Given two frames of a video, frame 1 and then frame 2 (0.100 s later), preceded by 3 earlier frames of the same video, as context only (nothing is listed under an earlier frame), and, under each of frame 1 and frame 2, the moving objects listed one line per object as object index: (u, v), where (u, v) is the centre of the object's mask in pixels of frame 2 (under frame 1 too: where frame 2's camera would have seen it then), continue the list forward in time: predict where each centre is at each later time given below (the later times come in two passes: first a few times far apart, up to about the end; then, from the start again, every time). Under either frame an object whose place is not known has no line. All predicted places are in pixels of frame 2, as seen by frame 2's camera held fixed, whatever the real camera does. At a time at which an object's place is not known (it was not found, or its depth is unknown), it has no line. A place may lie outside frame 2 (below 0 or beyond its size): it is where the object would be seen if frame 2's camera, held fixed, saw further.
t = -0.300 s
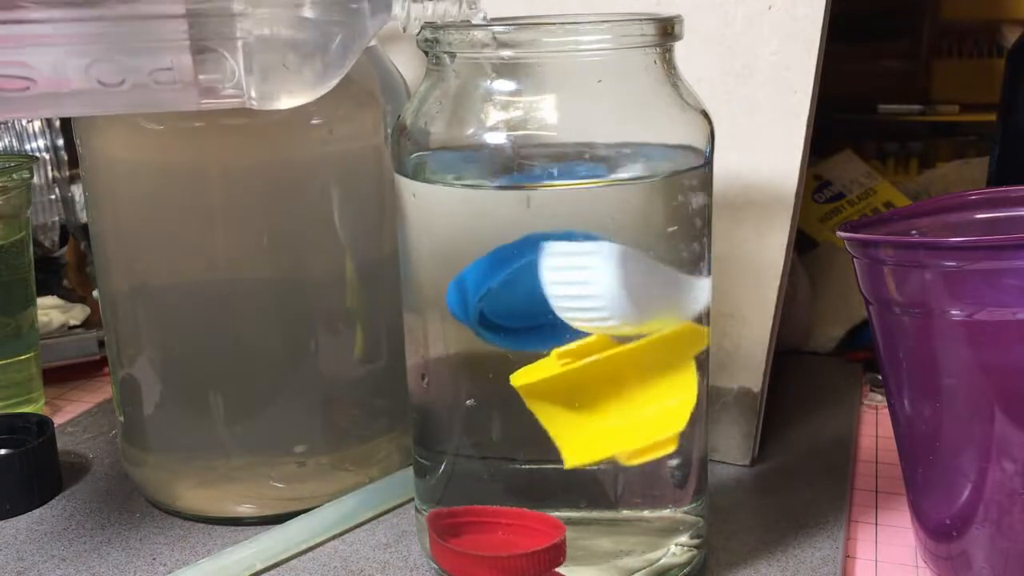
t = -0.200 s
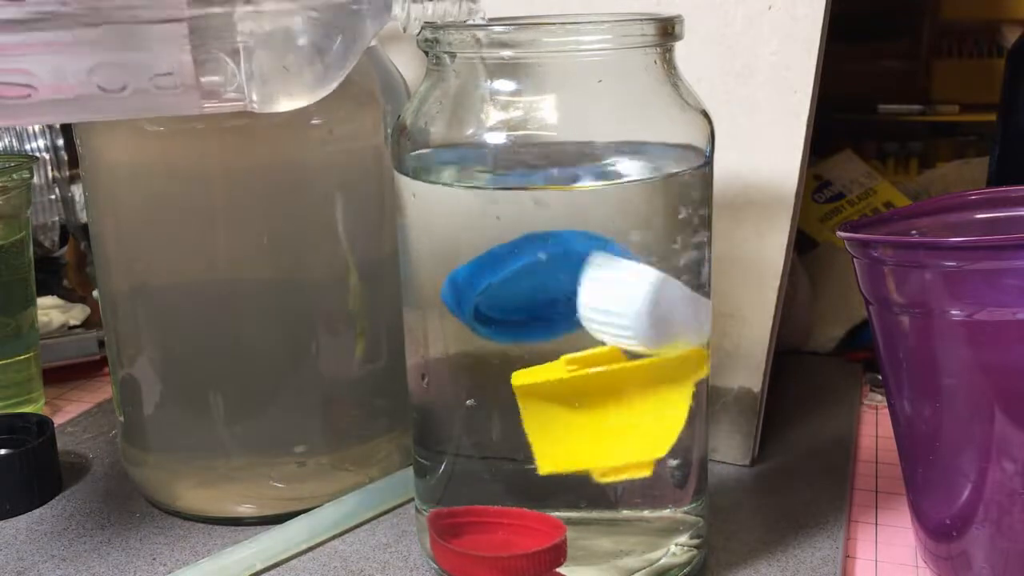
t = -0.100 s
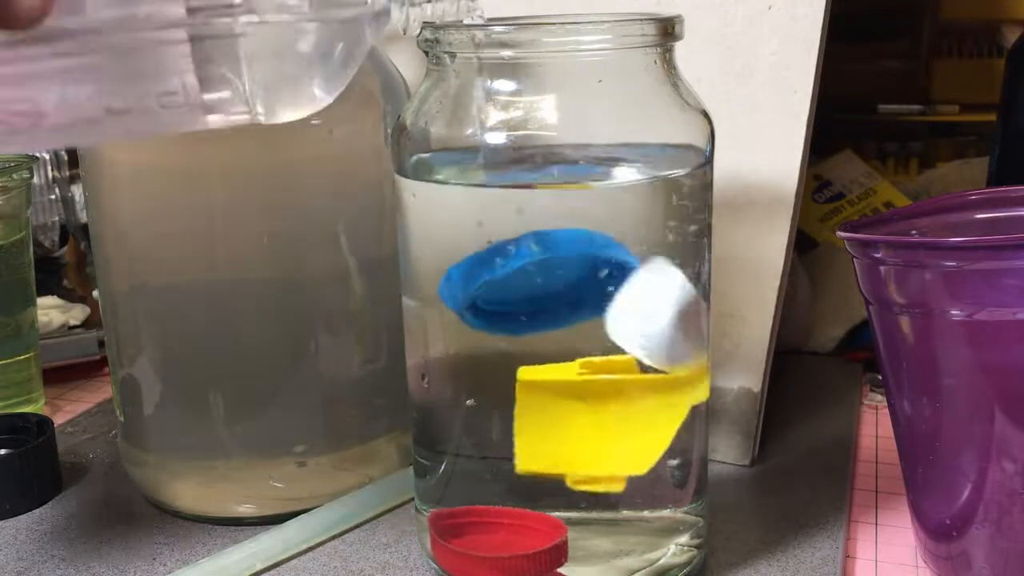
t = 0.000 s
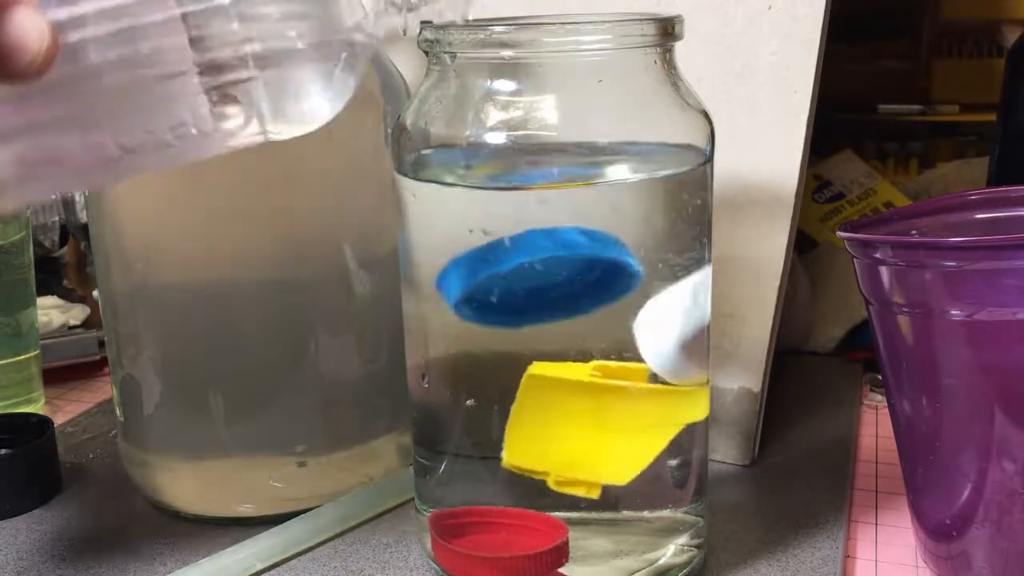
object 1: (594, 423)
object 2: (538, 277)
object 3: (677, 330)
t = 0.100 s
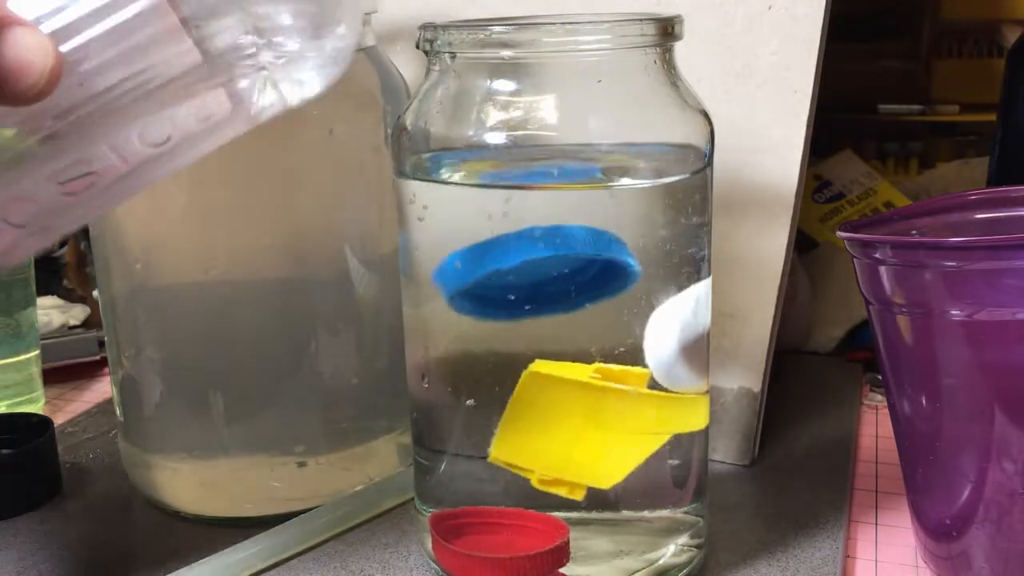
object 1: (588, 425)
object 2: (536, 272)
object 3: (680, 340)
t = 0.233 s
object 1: (579, 424)
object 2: (532, 267)
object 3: (681, 345)
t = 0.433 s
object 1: (570, 417)
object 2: (526, 258)
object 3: (682, 349)
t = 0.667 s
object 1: (556, 401)
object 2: (522, 249)
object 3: (682, 346)
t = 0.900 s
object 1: (537, 379)
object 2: (519, 244)
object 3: (682, 336)
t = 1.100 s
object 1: (518, 358)
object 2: (513, 242)
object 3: (681, 320)
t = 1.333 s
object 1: (508, 337)
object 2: (504, 243)
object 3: (680, 293)
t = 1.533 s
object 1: (522, 323)
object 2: (495, 244)
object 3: (676, 263)
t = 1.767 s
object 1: (541, 311)
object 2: (483, 244)
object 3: (662, 222)
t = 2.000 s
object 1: (547, 305)
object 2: (473, 247)
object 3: (647, 201)
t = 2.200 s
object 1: (549, 300)
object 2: (476, 257)
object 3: (637, 196)
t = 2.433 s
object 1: (565, 298)
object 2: (490, 271)
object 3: (619, 201)
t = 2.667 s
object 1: (545, 271)
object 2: (504, 288)
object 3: (599, 208)
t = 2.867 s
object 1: (536, 254)
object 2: (515, 300)
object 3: (588, 212)
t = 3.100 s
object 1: (527, 250)
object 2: (528, 313)
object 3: (578, 216)
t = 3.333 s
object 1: (522, 250)
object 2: (541, 322)
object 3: (571, 216)
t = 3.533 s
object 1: (519, 247)
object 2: (552, 328)
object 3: (567, 214)
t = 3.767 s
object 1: (527, 256)
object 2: (565, 330)
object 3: (564, 211)
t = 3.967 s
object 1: (524, 254)
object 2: (575, 329)
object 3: (560, 209)
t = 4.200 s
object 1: (523, 257)
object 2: (586, 324)
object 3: (557, 206)
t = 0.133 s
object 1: (586, 425)
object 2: (535, 271)
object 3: (681, 342)
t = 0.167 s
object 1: (583, 425)
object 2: (535, 269)
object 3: (681, 343)
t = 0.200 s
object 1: (581, 424)
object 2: (533, 268)
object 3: (681, 344)
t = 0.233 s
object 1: (579, 424)
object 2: (532, 267)
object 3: (681, 345)
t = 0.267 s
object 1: (578, 423)
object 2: (531, 265)
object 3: (682, 346)
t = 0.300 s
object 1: (576, 422)
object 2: (531, 264)
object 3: (682, 347)
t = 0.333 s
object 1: (574, 421)
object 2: (529, 262)
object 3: (682, 348)
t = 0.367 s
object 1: (573, 420)
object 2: (528, 261)
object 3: (682, 348)
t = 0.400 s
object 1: (571, 418)
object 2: (527, 259)
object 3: (682, 349)
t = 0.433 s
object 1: (570, 417)
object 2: (526, 258)
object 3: (682, 349)
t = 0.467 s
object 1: (567, 415)
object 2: (525, 257)
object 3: (682, 349)
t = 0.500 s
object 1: (566, 413)
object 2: (525, 256)
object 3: (682, 349)
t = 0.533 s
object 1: (564, 411)
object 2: (524, 254)
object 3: (682, 349)
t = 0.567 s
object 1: (562, 408)
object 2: (524, 253)
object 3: (682, 348)
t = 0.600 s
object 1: (560, 406)
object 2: (523, 252)
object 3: (682, 348)
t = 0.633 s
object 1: (558, 404)
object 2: (523, 251)
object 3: (682, 347)
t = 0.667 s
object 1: (556, 401)
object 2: (522, 249)
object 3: (682, 346)
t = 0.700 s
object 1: (553, 398)
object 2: (522, 248)
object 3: (682, 345)
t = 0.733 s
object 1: (551, 395)
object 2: (521, 247)
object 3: (682, 344)
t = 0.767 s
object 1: (548, 392)
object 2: (521, 246)
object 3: (682, 343)
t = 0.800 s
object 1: (545, 389)
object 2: (520, 245)
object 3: (682, 341)
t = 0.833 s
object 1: (542, 386)
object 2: (520, 245)
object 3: (682, 340)
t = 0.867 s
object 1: (539, 383)
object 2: (519, 244)
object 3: (683, 338)
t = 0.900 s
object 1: (537, 379)
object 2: (519, 244)
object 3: (682, 336)
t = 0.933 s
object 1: (534, 375)
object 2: (518, 243)
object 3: (682, 334)
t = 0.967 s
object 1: (531, 372)
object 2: (517, 243)
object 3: (682, 331)
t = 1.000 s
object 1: (527, 368)
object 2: (516, 244)
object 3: (682, 329)
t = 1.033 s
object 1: (523, 365)
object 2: (515, 243)
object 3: (682, 326)
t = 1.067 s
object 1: (520, 362)
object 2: (514, 243)
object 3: (681, 323)
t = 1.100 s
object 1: (518, 358)
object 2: (513, 242)
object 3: (681, 320)
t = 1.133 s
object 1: (515, 355)
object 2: (512, 243)
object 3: (681, 317)
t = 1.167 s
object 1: (513, 351)
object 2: (510, 243)
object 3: (681, 313)
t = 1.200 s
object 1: (511, 348)
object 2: (509, 243)
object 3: (681, 310)
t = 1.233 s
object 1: (509, 345)
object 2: (508, 243)
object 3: (680, 306)
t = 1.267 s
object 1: (509, 342)
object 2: (507, 244)
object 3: (680, 302)
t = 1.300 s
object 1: (509, 339)
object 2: (505, 244)
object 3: (680, 297)
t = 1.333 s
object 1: (508, 337)
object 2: (504, 243)
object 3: (680, 293)
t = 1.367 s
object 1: (509, 334)
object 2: (502, 244)
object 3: (679, 289)
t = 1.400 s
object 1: (509, 332)
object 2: (501, 244)
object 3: (679, 284)
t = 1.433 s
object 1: (511, 330)
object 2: (500, 244)
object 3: (678, 279)
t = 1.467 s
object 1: (514, 328)
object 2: (499, 244)
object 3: (677, 274)
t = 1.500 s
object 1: (518, 325)
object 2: (497, 244)
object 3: (677, 268)
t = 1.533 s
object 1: (522, 323)
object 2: (495, 244)
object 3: (676, 263)
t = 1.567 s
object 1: (525, 321)
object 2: (494, 244)
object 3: (675, 258)
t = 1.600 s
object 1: (529, 319)
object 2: (492, 243)
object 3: (673, 253)
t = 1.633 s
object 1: (532, 317)
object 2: (490, 244)
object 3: (672, 247)
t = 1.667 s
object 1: (535, 315)
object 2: (489, 244)
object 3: (670, 242)
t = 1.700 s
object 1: (537, 314)
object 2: (487, 244)
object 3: (669, 237)
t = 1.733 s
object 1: (539, 313)
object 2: (485, 244)
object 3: (668, 233)
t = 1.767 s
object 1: (541, 311)
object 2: (483, 244)
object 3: (662, 222)
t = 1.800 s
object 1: (543, 310)
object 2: (481, 244)
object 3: (661, 217)
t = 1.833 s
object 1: (544, 309)
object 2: (479, 244)
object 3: (661, 221)
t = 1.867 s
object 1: (545, 308)
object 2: (477, 244)
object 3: (660, 220)
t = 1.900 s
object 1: (546, 307)
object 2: (475, 244)
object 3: (656, 218)
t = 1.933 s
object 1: (546, 306)
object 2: (475, 245)
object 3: (651, 206)
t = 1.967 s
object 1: (546, 306)
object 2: (474, 246)
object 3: (648, 204)
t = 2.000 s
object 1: (547, 305)
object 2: (473, 247)
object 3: (647, 201)
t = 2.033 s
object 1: (547, 304)
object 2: (473, 249)
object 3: (648, 200)
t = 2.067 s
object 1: (548, 304)
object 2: (474, 250)
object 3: (646, 198)
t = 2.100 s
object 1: (548, 303)
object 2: (474, 252)
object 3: (645, 198)
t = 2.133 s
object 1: (549, 301)
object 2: (475, 253)
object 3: (643, 197)
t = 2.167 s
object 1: (549, 301)
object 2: (475, 255)
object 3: (641, 196)
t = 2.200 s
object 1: (549, 300)
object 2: (476, 257)
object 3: (637, 196)
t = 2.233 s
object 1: (551, 299)
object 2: (478, 259)
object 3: (635, 196)
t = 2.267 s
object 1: (552, 299)
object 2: (480, 261)
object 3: (633, 195)
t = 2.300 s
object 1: (554, 299)
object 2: (482, 263)
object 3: (630, 196)
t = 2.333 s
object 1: (555, 298)
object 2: (484, 265)
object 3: (628, 198)
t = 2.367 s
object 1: (558, 299)
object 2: (486, 267)
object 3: (625, 200)
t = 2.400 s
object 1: (562, 298)
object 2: (488, 269)
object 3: (624, 201)
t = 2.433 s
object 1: (565, 298)
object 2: (490, 271)
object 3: (619, 201)
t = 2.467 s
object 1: (568, 295)
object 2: (491, 273)
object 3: (614, 202)
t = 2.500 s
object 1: (552, 308)
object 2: (493, 275)
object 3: (613, 203)
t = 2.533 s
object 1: (546, 308)
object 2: (494, 277)
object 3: (610, 205)
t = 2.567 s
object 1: (554, 267)
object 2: (497, 280)
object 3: (605, 206)
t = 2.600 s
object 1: (543, 270)
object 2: (500, 283)
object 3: (602, 207)
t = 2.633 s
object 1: (543, 270)
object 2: (502, 286)
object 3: (600, 207)
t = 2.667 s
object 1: (545, 271)
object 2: (504, 288)
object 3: (599, 208)
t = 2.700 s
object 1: (543, 270)
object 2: (506, 290)
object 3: (597, 209)
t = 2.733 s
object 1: (544, 264)
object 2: (508, 293)
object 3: (595, 210)
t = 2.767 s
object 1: (543, 259)
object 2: (510, 294)
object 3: (592, 211)
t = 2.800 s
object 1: (540, 257)
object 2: (511, 296)
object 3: (591, 211)
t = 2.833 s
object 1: (538, 256)
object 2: (513, 298)
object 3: (589, 212)
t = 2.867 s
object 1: (536, 254)
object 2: (515, 300)
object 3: (588, 212)
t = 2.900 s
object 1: (534, 253)
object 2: (517, 303)
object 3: (587, 215)
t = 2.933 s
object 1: (533, 252)
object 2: (519, 304)
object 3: (585, 215)
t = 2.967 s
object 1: (532, 251)
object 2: (521, 306)
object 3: (585, 216)
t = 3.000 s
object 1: (530, 250)
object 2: (522, 308)
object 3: (584, 216)
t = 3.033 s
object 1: (529, 250)
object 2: (524, 310)
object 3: (582, 216)
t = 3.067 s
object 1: (528, 250)
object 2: (526, 311)
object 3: (580, 216)
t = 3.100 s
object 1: (527, 250)
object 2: (528, 313)
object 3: (578, 216)
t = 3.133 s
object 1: (526, 250)
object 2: (529, 315)
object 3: (577, 217)
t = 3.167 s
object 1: (525, 250)
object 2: (531, 316)
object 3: (576, 217)
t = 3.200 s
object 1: (524, 250)
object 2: (533, 318)
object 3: (575, 217)
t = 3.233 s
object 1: (523, 250)
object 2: (535, 319)
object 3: (574, 217)
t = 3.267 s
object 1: (522, 247)
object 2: (537, 320)
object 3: (573, 216)
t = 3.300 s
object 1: (522, 249)
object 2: (539, 321)
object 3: (572, 216)
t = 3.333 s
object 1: (522, 250)
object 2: (541, 322)
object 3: (571, 216)
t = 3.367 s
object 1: (522, 247)
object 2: (543, 323)
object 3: (571, 215)
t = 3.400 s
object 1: (522, 250)
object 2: (545, 324)
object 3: (570, 215)
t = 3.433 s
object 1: (520, 247)
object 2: (547, 325)
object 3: (569, 215)
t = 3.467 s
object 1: (520, 247)
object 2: (549, 326)
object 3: (569, 214)
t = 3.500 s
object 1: (519, 247)
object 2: (551, 327)
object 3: (568, 214)
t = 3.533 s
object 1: (519, 247)
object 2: (552, 328)
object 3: (567, 214)
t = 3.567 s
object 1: (518, 247)
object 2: (554, 328)
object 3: (566, 213)
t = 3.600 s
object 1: (526, 259)
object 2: (556, 329)
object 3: (566, 213)
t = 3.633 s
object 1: (526, 258)
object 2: (558, 329)
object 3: (565, 212)
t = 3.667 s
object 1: (528, 258)
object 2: (560, 329)
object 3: (565, 212)
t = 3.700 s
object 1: (527, 258)
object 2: (562, 330)
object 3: (564, 211)
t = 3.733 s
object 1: (527, 257)
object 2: (563, 330)
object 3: (564, 211)
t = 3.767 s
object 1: (527, 256)
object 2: (565, 330)
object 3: (564, 211)
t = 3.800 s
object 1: (526, 255)
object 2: (567, 330)
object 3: (563, 210)
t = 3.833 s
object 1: (526, 255)
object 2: (568, 330)
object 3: (563, 210)
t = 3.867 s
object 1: (526, 254)
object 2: (570, 330)
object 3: (562, 210)
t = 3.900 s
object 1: (525, 254)
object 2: (572, 329)
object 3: (561, 210)
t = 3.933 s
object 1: (525, 254)
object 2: (574, 329)
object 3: (561, 209)
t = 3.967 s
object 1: (524, 254)
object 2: (575, 329)
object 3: (560, 209)
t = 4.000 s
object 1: (524, 255)
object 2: (577, 328)
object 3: (560, 208)
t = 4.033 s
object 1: (524, 255)
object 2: (578, 328)
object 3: (559, 208)
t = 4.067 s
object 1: (527, 253)
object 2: (580, 327)
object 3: (559, 208)
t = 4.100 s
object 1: (523, 256)
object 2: (581, 326)
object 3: (559, 207)
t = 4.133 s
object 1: (523, 256)
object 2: (583, 326)
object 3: (558, 207)
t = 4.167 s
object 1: (523, 257)
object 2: (584, 325)
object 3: (558, 206)
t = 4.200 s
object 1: (523, 257)
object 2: (586, 324)
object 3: (557, 206)
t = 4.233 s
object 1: (523, 257)
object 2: (587, 323)
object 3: (557, 206)
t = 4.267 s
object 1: (523, 257)
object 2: (588, 322)
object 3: (557, 205)
